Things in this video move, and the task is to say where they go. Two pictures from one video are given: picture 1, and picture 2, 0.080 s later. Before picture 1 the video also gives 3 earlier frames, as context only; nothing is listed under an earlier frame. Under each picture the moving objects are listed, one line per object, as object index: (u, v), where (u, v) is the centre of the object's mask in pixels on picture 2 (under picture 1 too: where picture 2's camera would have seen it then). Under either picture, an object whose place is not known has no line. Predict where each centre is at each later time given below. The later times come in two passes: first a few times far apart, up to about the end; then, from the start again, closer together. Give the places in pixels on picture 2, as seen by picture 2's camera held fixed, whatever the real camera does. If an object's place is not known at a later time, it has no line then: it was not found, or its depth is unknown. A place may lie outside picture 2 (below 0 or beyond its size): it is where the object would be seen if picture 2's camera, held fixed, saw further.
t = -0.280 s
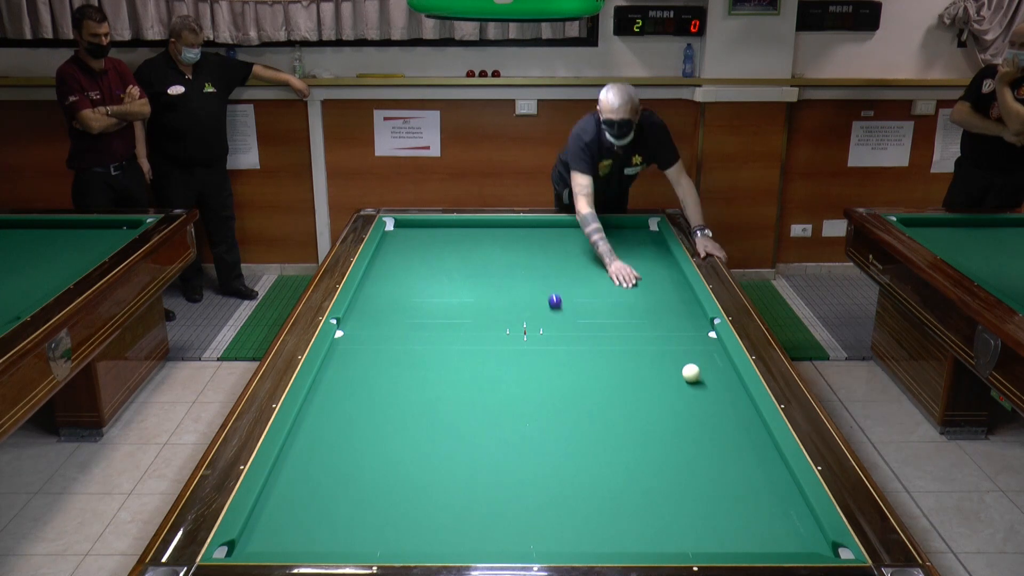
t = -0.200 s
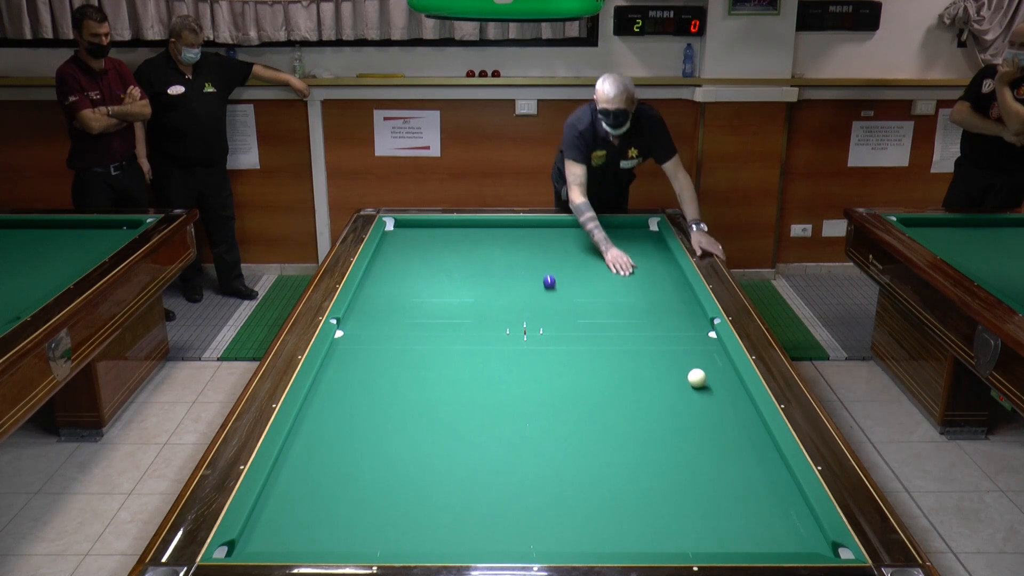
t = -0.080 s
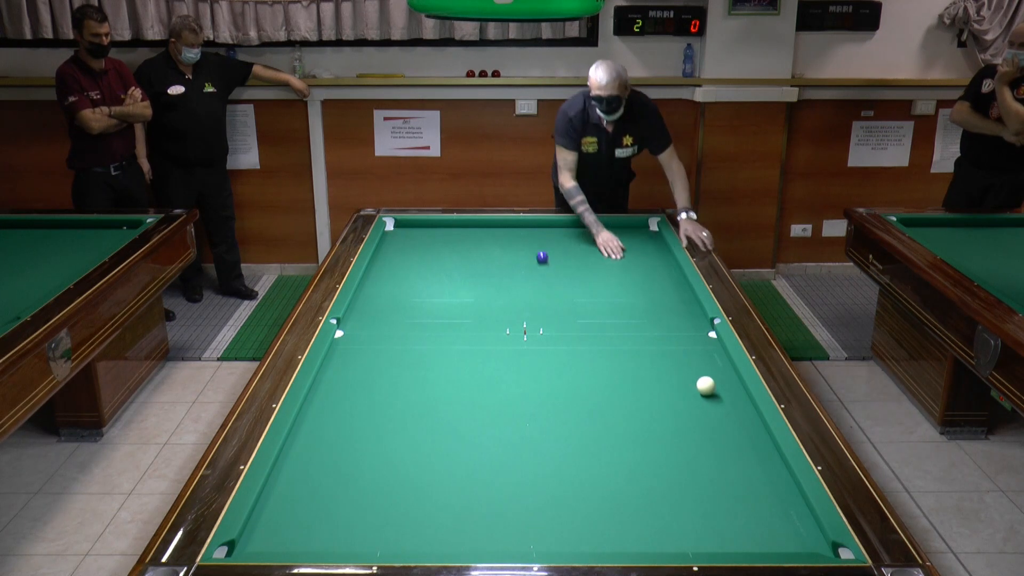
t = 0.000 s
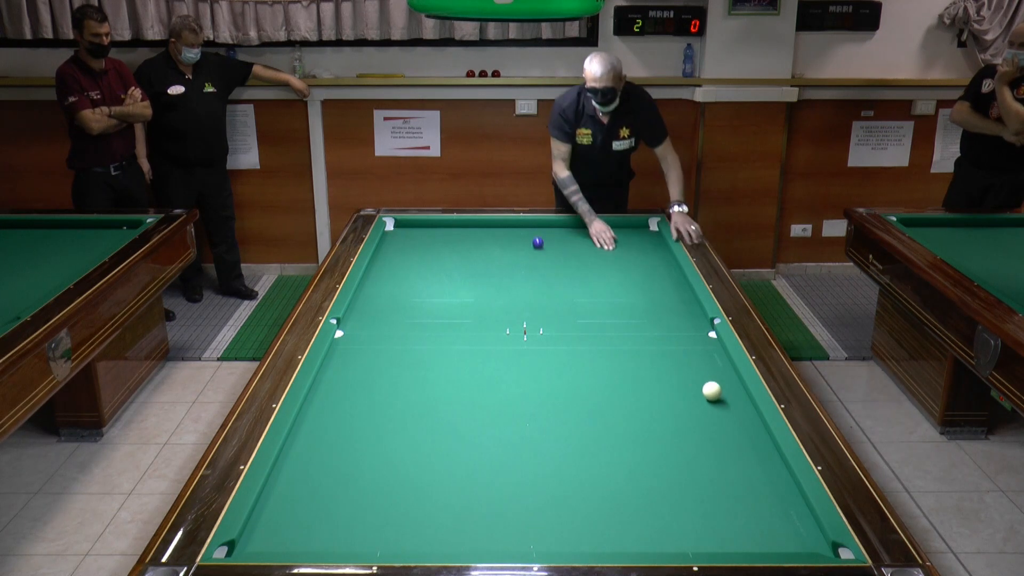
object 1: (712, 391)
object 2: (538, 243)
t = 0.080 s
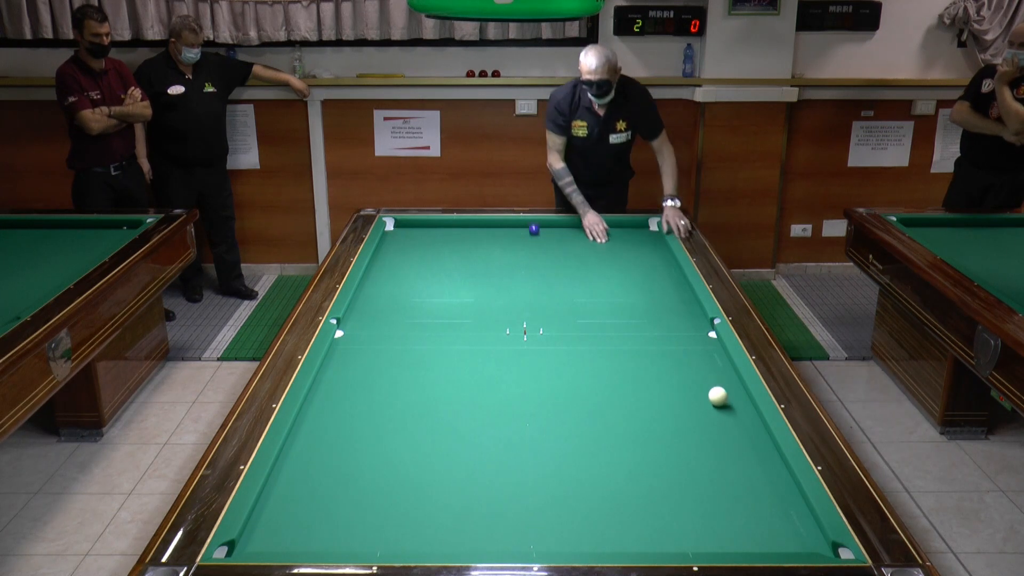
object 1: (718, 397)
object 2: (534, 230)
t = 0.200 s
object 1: (727, 405)
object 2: (533, 236)
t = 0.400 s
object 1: (743, 419)
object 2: (537, 263)
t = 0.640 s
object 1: (758, 436)
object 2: (540, 296)
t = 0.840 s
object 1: (760, 449)
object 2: (543, 328)
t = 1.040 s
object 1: (762, 462)
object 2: (547, 367)
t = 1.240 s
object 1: (764, 476)
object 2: (551, 414)
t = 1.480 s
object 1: (766, 493)
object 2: (558, 486)
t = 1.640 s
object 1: (767, 505)
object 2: (564, 543)
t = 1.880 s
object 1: (769, 522)
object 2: (560, 492)
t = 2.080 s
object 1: (771, 537)
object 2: (556, 450)
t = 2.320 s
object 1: (770, 546)
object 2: (553, 408)
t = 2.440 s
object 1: (765, 543)
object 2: (552, 389)
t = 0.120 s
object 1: (721, 399)
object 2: (532, 225)
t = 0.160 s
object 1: (724, 402)
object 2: (533, 229)
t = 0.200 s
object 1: (727, 405)
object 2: (533, 236)
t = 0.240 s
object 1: (730, 407)
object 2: (534, 241)
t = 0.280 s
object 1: (733, 410)
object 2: (535, 246)
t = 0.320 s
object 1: (736, 413)
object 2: (535, 252)
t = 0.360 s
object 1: (740, 416)
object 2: (536, 257)
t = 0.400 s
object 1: (743, 419)
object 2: (537, 263)
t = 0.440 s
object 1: (746, 422)
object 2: (537, 268)
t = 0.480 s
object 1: (749, 424)
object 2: (538, 274)
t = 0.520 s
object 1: (753, 427)
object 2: (539, 279)
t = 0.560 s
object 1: (756, 430)
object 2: (539, 285)
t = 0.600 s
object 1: (758, 433)
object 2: (540, 290)
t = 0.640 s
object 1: (758, 436)
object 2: (540, 296)
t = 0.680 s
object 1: (759, 438)
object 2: (541, 302)
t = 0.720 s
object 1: (759, 441)
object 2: (541, 308)
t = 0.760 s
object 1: (760, 444)
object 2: (542, 315)
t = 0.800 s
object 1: (760, 446)
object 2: (543, 321)
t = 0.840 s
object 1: (760, 449)
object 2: (543, 328)
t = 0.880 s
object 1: (761, 452)
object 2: (544, 336)
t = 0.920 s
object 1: (761, 454)
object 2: (545, 343)
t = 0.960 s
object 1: (762, 457)
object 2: (545, 351)
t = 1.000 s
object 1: (762, 460)
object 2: (546, 359)
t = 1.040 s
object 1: (762, 462)
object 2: (547, 367)
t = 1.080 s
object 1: (763, 465)
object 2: (548, 376)
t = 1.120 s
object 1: (763, 468)
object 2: (549, 385)
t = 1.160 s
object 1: (763, 471)
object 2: (550, 394)
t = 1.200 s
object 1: (764, 473)
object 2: (550, 404)
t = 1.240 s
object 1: (764, 476)
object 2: (551, 414)
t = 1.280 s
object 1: (764, 479)
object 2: (552, 425)
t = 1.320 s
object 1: (765, 482)
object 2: (553, 435)
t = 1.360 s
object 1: (765, 485)
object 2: (554, 448)
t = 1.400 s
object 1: (765, 488)
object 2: (556, 460)
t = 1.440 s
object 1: (766, 491)
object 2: (557, 473)
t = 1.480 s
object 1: (766, 493)
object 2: (558, 486)
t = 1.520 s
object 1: (766, 496)
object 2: (559, 500)
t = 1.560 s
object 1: (767, 499)
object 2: (561, 515)
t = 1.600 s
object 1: (767, 502)
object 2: (562, 531)
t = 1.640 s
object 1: (767, 505)
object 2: (564, 543)
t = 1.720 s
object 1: (768, 511)
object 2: (563, 537)
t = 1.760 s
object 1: (769, 513)
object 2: (562, 524)
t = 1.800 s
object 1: (769, 516)
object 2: (561, 513)
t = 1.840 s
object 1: (769, 519)
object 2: (560, 502)
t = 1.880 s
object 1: (769, 522)
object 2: (560, 492)
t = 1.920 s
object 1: (770, 526)
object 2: (559, 483)
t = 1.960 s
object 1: (770, 528)
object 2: (558, 474)
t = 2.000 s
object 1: (770, 531)
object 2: (558, 466)
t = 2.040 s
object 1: (771, 534)
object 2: (557, 458)
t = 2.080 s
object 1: (771, 537)
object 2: (556, 450)
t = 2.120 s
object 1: (771, 540)
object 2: (556, 442)
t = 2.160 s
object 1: (771, 542)
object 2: (555, 435)
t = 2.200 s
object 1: (772, 544)
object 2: (555, 428)
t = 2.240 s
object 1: (772, 545)
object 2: (554, 421)
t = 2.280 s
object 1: (772, 547)
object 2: (554, 414)
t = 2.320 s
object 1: (770, 546)
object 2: (553, 408)
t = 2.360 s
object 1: (769, 545)
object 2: (553, 402)
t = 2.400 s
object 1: (767, 544)
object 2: (552, 395)
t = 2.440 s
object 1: (765, 543)
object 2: (552, 389)
